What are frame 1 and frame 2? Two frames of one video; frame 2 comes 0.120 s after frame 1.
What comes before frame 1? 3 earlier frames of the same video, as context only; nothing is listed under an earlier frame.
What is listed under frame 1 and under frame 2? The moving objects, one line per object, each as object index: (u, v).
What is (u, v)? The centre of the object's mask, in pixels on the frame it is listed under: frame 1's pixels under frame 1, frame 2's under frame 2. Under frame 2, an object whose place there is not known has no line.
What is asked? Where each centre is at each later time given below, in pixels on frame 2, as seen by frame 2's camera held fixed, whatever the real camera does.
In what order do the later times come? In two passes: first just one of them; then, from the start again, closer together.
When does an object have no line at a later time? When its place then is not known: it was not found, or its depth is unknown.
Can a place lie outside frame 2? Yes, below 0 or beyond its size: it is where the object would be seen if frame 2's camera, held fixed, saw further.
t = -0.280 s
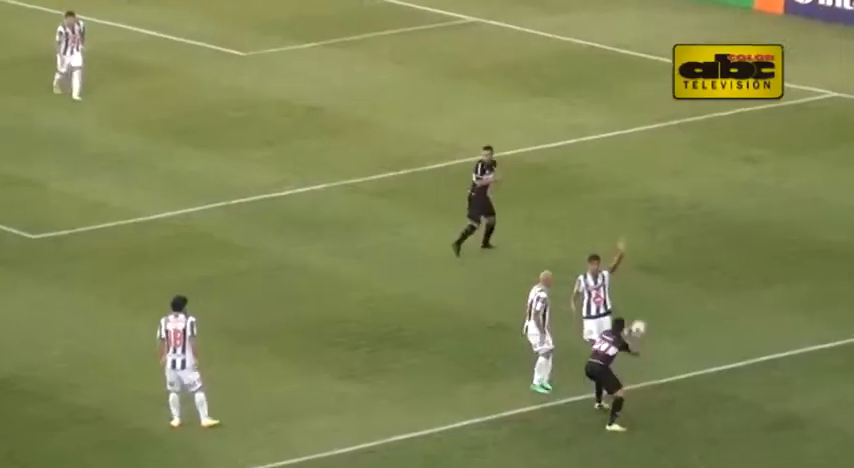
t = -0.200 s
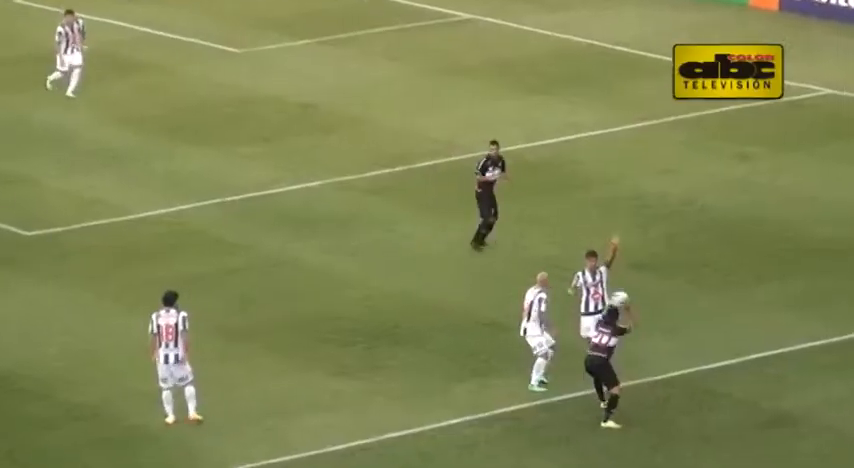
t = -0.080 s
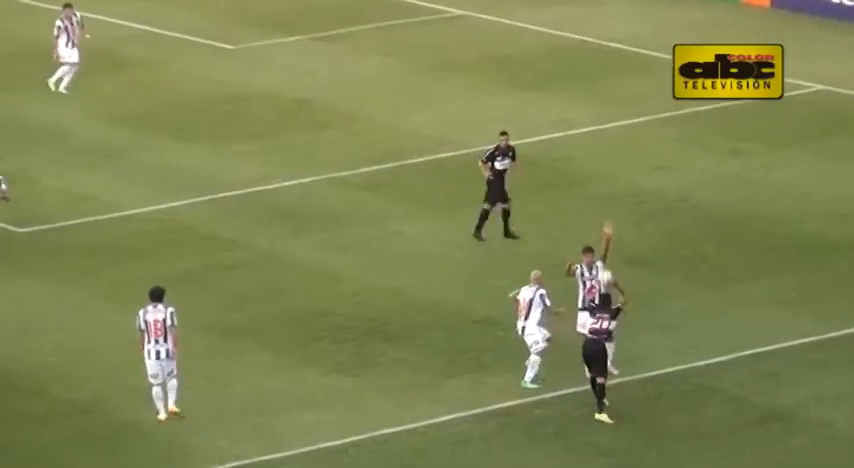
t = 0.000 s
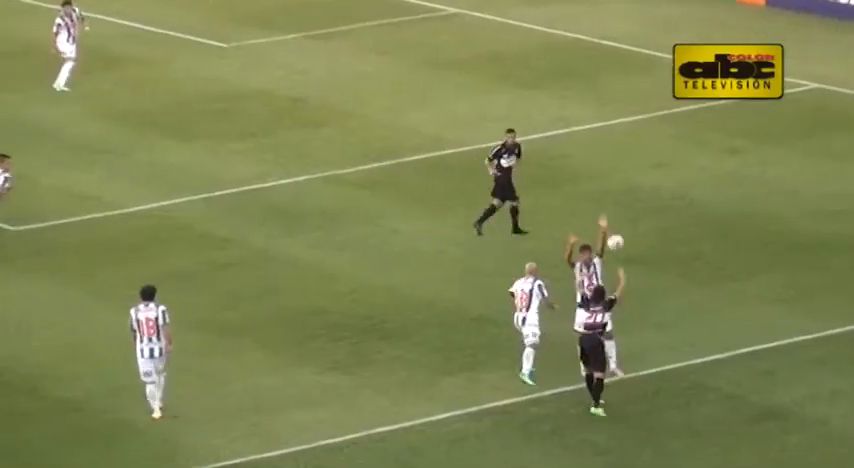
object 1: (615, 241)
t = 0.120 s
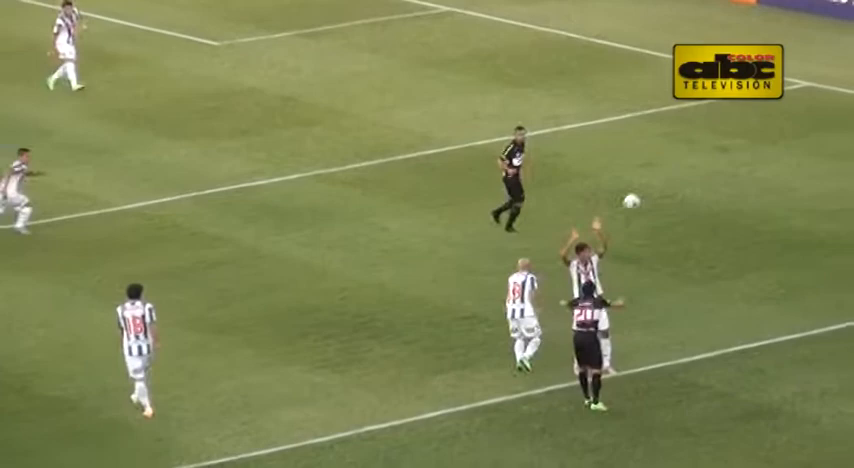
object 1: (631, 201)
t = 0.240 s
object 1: (655, 174)
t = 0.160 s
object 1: (639, 191)
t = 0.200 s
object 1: (647, 182)
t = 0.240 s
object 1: (655, 174)
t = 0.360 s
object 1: (679, 158)
